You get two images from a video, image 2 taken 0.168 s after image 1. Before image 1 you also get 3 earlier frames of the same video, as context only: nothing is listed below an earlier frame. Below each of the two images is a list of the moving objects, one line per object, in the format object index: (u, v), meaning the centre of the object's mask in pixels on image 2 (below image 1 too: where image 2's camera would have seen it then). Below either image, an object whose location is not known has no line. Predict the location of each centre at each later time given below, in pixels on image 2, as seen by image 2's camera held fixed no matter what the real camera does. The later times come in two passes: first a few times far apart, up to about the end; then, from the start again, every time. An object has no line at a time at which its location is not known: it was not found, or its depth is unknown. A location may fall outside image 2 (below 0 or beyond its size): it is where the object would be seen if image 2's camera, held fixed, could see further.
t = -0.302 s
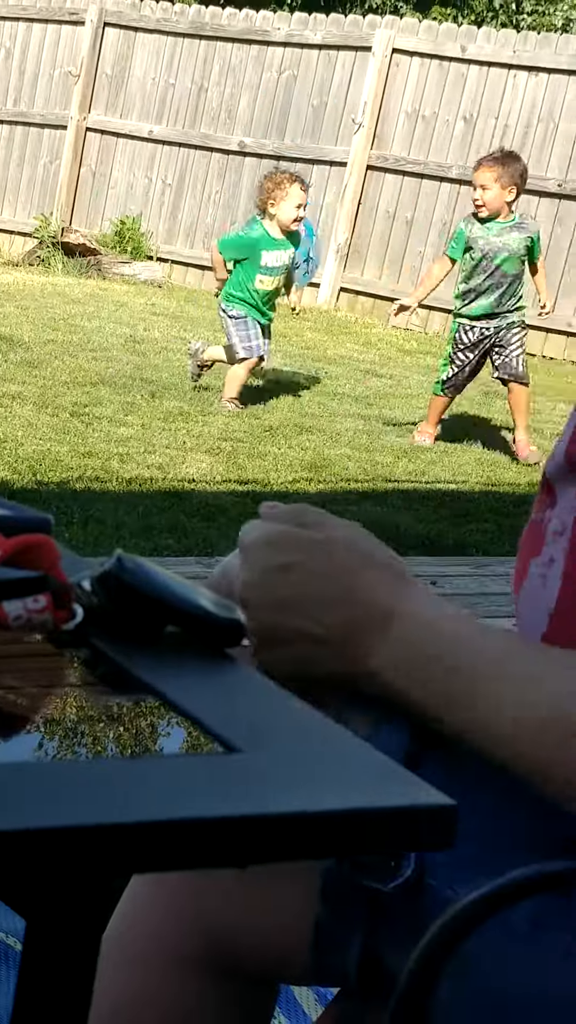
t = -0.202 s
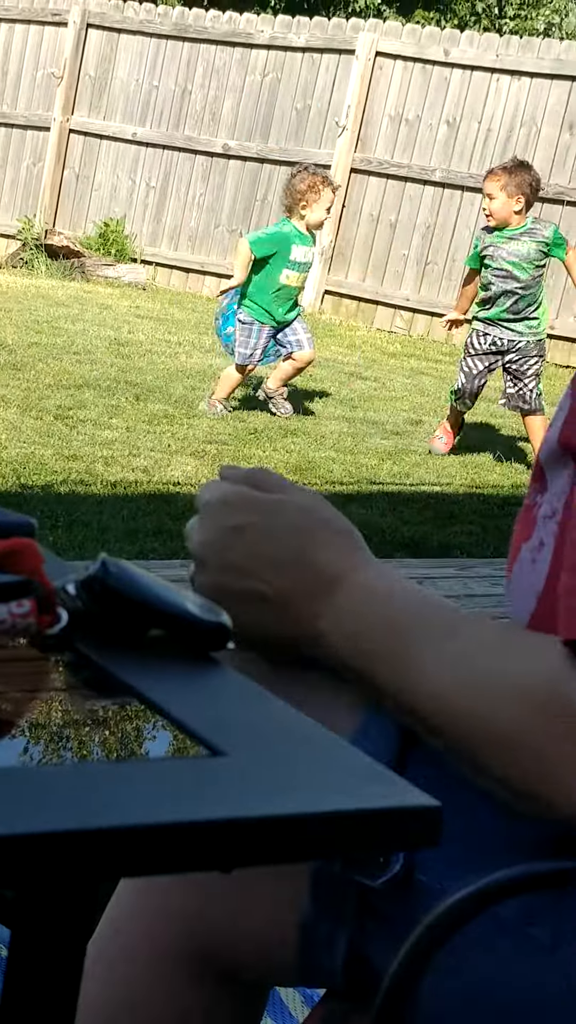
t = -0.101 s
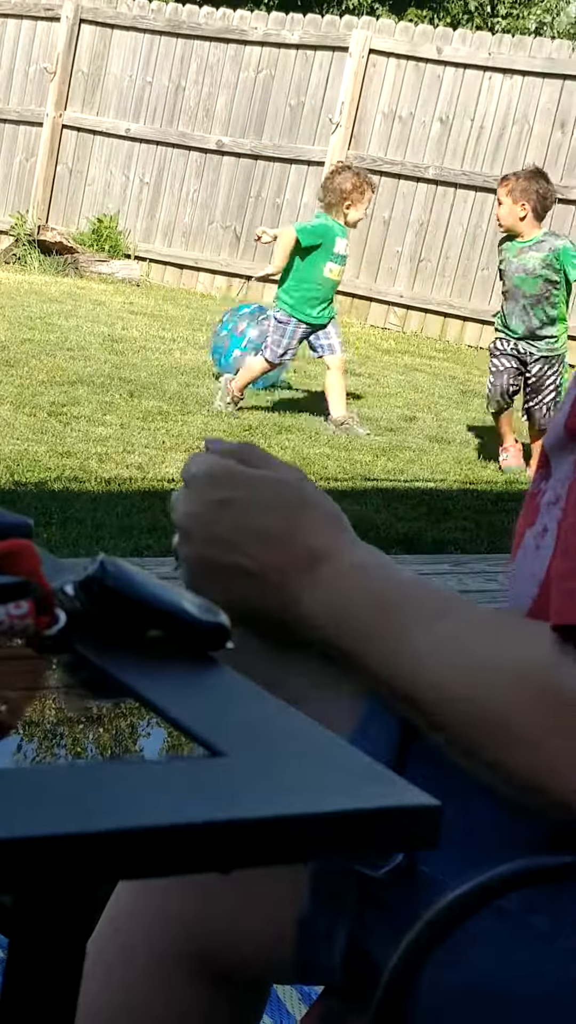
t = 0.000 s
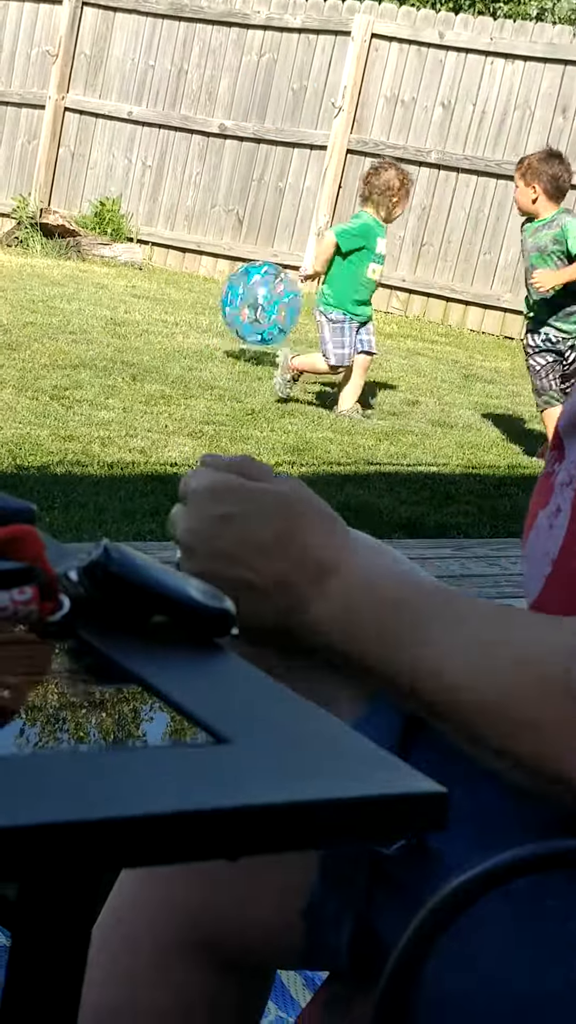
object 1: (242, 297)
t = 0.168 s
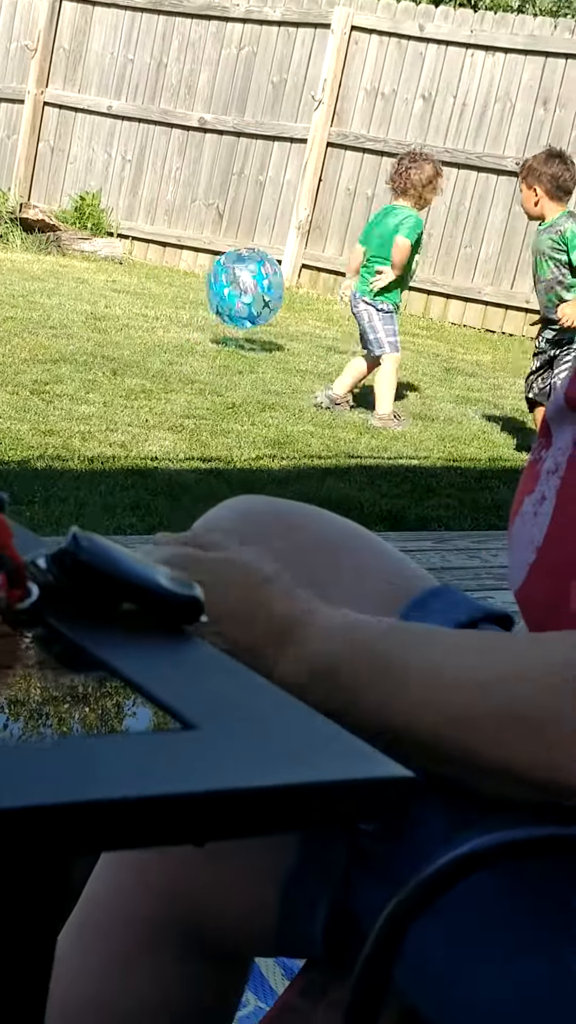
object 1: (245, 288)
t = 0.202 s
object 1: (245, 290)
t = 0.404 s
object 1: (241, 305)
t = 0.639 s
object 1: (234, 300)
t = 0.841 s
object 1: (223, 294)
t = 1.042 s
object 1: (210, 285)
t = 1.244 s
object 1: (195, 281)
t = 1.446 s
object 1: (182, 277)
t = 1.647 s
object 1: (167, 272)
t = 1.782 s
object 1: (157, 271)
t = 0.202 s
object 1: (245, 290)
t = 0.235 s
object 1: (245, 295)
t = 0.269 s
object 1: (244, 302)
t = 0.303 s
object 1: (243, 309)
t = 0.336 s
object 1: (242, 312)
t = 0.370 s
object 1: (242, 309)
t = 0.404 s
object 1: (241, 305)
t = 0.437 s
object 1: (240, 301)
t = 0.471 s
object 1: (241, 298)
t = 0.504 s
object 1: (239, 297)
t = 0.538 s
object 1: (238, 298)
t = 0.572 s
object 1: (237, 299)
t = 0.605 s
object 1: (235, 300)
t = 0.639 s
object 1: (234, 300)
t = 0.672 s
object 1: (232, 298)
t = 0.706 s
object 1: (230, 295)
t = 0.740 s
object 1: (229, 294)
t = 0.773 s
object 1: (227, 293)
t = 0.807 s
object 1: (226, 293)
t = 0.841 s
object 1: (223, 294)
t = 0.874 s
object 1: (221, 293)
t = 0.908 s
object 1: (219, 291)
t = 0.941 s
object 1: (217, 290)
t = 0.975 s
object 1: (215, 289)
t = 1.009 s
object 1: (212, 287)
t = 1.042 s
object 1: (210, 285)
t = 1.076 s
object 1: (207, 285)
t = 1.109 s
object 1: (205, 283)
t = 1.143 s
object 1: (202, 283)
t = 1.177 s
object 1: (199, 283)
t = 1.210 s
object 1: (196, 282)
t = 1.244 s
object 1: (195, 281)
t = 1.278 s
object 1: (193, 280)
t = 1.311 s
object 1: (190, 279)
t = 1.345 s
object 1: (187, 278)
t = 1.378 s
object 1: (186, 277)
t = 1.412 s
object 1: (184, 277)
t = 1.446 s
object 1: (182, 277)
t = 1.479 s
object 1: (179, 275)
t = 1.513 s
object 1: (176, 275)
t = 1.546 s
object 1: (174, 274)
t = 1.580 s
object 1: (171, 273)
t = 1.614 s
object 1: (168, 273)
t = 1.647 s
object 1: (167, 272)
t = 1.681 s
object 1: (164, 273)
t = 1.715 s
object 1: (161, 272)
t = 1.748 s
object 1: (159, 272)
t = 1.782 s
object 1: (157, 271)
